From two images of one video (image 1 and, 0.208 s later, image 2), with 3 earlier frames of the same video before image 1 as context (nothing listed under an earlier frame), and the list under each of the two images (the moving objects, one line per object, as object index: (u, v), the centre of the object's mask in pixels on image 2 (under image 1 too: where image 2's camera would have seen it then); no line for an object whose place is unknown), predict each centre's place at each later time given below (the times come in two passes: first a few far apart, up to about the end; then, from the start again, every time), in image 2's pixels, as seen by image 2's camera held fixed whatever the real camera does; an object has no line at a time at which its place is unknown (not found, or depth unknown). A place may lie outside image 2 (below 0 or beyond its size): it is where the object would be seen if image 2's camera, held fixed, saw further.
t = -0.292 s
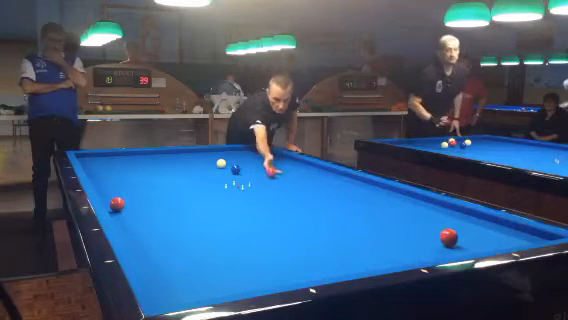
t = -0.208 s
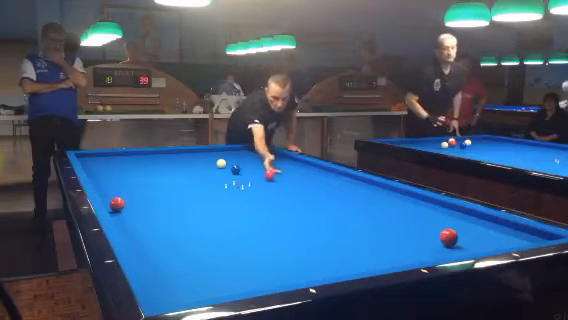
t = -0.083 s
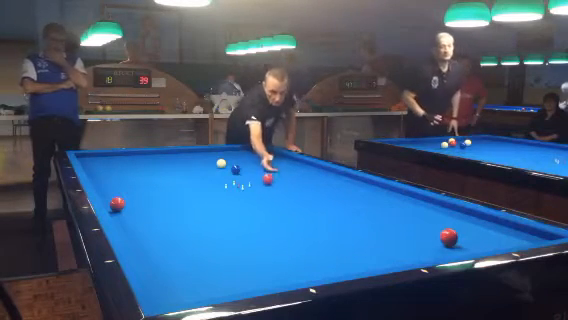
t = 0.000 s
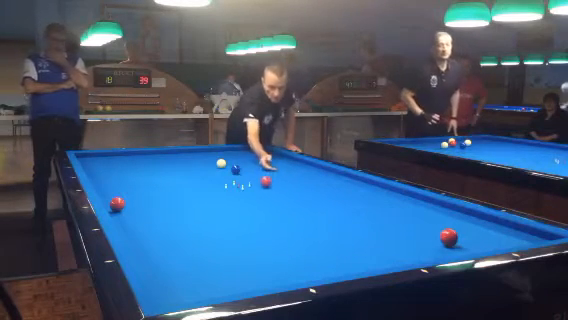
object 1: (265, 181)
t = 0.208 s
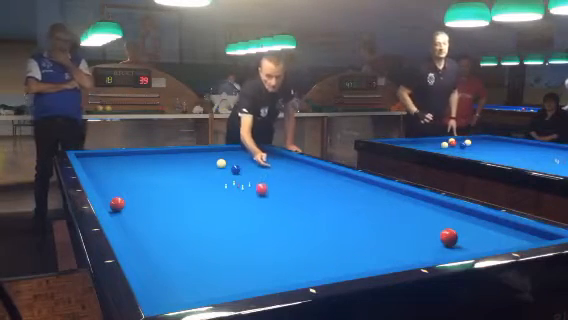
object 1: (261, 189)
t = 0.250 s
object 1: (261, 191)
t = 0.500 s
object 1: (254, 202)
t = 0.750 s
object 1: (246, 215)
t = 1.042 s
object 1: (234, 235)
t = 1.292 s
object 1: (222, 257)
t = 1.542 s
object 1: (205, 286)
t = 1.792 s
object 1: (169, 291)
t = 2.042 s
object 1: (169, 276)
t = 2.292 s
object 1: (176, 263)
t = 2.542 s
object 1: (182, 253)
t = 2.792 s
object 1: (187, 244)
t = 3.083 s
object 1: (192, 234)
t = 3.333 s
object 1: (196, 227)
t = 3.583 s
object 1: (199, 221)
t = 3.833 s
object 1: (202, 216)
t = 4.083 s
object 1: (205, 211)
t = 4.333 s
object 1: (208, 206)
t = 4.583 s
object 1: (210, 202)
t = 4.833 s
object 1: (212, 199)
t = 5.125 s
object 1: (214, 195)
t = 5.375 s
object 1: (216, 193)
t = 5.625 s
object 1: (218, 190)
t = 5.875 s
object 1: (219, 187)
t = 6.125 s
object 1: (221, 185)
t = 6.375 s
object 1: (222, 184)
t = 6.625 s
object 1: (224, 181)
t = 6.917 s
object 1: (225, 180)
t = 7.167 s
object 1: (226, 178)
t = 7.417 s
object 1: (227, 177)
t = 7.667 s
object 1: (228, 176)
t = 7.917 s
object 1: (228, 175)
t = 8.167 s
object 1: (229, 174)
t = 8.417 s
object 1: (230, 173)
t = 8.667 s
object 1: (230, 172)
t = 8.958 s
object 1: (231, 171)
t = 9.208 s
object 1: (232, 171)
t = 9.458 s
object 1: (232, 171)
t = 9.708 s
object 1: (232, 170)
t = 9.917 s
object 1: (232, 170)
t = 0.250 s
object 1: (261, 191)
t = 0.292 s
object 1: (260, 192)
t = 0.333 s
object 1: (258, 194)
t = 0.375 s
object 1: (257, 196)
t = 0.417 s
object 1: (256, 198)
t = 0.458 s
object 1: (255, 200)
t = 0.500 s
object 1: (254, 202)
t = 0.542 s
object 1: (253, 204)
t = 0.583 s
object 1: (251, 206)
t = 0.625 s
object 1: (250, 209)
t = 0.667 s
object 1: (249, 211)
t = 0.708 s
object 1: (247, 213)
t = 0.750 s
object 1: (246, 215)
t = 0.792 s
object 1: (245, 218)
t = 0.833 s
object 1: (243, 221)
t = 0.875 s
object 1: (242, 224)
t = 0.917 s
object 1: (240, 226)
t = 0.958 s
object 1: (238, 229)
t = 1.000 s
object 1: (236, 233)
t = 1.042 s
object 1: (234, 235)
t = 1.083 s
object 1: (233, 239)
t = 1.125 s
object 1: (231, 242)
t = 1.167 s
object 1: (229, 245)
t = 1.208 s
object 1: (227, 249)
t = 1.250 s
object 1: (224, 252)
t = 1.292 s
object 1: (222, 257)
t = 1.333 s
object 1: (219, 261)
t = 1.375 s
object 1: (217, 266)
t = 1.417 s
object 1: (214, 270)
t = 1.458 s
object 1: (211, 275)
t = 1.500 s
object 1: (208, 282)
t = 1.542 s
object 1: (205, 286)
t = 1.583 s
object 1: (202, 289)
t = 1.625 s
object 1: (198, 293)
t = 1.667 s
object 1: (190, 294)
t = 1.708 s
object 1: (182, 293)
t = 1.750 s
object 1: (175, 292)
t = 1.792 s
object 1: (169, 291)
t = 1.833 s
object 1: (164, 288)
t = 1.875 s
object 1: (164, 286)
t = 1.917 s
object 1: (165, 283)
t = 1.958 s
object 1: (167, 281)
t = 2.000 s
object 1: (168, 279)
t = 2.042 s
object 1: (169, 276)
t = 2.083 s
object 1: (171, 274)
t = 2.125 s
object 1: (171, 272)
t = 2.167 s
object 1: (173, 270)
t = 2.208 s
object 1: (174, 267)
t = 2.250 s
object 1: (175, 266)
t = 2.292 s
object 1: (176, 263)
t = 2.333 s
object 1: (177, 261)
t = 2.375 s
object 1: (178, 260)
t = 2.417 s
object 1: (179, 258)
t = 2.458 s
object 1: (180, 256)
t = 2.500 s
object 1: (181, 254)
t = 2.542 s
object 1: (182, 253)
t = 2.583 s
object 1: (183, 251)
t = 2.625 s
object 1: (184, 249)
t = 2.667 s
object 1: (184, 248)
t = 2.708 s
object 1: (185, 246)
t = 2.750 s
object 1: (186, 245)
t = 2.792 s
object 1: (187, 244)
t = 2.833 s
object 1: (187, 242)
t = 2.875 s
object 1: (188, 241)
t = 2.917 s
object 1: (189, 239)
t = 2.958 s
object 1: (190, 238)
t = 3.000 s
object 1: (191, 237)
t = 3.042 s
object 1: (191, 235)
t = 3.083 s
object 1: (192, 234)
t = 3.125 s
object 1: (193, 233)
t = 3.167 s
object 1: (193, 232)
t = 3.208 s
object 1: (194, 231)
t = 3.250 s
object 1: (194, 230)
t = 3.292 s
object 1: (195, 228)
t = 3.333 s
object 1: (196, 227)
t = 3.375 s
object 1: (196, 226)
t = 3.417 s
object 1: (197, 225)
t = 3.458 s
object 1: (198, 224)
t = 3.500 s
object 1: (198, 223)
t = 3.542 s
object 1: (199, 222)
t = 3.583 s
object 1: (199, 221)
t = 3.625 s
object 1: (200, 220)
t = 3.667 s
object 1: (200, 219)
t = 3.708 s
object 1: (201, 218)
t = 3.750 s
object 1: (201, 217)
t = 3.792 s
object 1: (202, 217)
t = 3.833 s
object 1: (202, 216)
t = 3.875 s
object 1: (203, 215)
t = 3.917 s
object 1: (203, 214)
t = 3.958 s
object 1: (204, 213)
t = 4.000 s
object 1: (204, 212)
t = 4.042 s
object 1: (205, 212)
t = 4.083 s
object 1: (205, 211)
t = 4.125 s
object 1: (206, 210)
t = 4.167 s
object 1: (206, 209)
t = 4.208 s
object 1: (207, 208)
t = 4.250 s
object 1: (207, 208)
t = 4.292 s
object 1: (207, 207)
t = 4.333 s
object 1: (208, 206)
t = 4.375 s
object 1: (208, 206)
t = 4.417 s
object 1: (209, 205)
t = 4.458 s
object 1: (209, 204)
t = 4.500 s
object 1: (209, 204)
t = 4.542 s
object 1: (210, 203)
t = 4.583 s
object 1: (210, 202)
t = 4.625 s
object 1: (210, 202)
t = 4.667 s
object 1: (211, 201)
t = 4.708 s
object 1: (211, 201)
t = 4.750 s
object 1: (211, 200)
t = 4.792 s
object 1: (212, 200)
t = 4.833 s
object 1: (212, 199)
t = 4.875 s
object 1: (212, 199)
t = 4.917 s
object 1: (213, 198)
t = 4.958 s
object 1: (213, 197)
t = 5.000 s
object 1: (213, 197)
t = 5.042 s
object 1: (214, 196)
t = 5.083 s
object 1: (214, 195)
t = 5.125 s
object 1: (214, 195)
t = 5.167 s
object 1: (214, 195)
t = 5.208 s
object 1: (215, 194)
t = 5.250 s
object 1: (215, 194)
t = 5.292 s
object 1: (215, 193)
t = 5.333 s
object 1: (216, 193)
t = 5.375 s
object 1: (216, 193)
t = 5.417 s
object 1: (217, 192)
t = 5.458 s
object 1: (217, 192)
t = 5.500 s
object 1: (217, 191)
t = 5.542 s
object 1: (217, 191)
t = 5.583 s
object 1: (218, 190)
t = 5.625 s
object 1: (218, 190)
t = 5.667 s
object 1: (218, 189)
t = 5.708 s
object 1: (218, 189)
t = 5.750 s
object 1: (218, 189)
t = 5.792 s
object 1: (219, 188)
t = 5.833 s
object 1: (219, 188)
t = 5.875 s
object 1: (219, 187)
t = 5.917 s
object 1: (219, 187)
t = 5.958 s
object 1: (219, 187)
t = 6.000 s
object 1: (220, 186)
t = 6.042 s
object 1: (220, 186)
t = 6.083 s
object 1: (220, 186)
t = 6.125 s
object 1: (221, 185)
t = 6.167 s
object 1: (221, 185)
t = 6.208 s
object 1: (221, 185)
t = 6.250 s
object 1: (221, 184)
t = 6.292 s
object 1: (222, 184)
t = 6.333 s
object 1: (222, 184)
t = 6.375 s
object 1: (222, 184)
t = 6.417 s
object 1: (222, 183)
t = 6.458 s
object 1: (223, 183)
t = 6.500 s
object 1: (223, 182)
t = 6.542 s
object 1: (223, 182)
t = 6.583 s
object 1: (223, 182)
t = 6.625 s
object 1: (224, 181)
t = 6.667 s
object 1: (224, 181)
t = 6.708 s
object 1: (224, 181)
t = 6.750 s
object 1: (224, 181)
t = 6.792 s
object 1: (224, 181)
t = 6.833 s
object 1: (224, 181)
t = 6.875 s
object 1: (225, 180)
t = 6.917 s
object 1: (225, 180)
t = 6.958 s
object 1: (225, 180)
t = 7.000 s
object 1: (225, 179)
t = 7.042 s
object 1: (225, 179)
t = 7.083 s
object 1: (225, 179)
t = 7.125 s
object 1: (225, 179)
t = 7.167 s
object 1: (226, 178)
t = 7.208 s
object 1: (226, 178)
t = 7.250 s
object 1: (226, 178)
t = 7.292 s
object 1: (226, 178)
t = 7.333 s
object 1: (226, 177)
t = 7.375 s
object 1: (226, 177)
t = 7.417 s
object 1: (227, 177)
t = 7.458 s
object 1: (227, 177)
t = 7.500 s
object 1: (227, 177)
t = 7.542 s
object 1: (227, 177)
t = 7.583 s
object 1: (227, 176)
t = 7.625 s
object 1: (227, 176)
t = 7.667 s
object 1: (228, 176)
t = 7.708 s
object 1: (228, 176)
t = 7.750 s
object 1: (228, 175)
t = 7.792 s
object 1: (228, 175)
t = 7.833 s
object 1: (228, 175)
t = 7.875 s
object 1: (228, 175)
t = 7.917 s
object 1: (228, 175)
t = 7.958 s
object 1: (228, 175)
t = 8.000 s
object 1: (228, 175)
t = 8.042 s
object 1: (228, 174)
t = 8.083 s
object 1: (229, 174)
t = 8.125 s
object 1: (229, 174)
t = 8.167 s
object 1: (229, 174)
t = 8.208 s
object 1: (229, 174)
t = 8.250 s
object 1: (230, 173)
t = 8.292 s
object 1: (230, 173)
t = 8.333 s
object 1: (229, 173)
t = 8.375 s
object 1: (230, 173)
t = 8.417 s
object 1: (230, 173)
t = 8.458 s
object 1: (230, 173)
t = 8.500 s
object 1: (230, 173)
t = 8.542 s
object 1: (230, 173)
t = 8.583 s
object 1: (230, 173)
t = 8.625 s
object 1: (230, 172)
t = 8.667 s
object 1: (230, 172)
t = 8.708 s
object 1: (231, 172)
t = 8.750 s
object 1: (231, 172)
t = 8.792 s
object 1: (231, 171)
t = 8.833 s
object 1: (231, 171)
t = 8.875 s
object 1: (231, 171)
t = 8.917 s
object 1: (231, 171)
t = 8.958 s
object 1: (231, 171)
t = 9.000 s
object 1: (232, 171)
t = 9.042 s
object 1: (232, 171)
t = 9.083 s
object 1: (232, 171)
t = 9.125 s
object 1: (232, 171)
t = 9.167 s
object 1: (232, 171)
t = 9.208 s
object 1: (232, 171)
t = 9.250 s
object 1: (232, 171)
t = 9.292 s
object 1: (232, 171)
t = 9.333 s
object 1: (232, 171)
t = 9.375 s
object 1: (232, 171)
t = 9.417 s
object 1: (232, 171)
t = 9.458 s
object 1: (232, 171)
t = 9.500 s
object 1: (232, 170)
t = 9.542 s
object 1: (232, 170)
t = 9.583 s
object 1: (232, 170)
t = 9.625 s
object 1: (232, 170)
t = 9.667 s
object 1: (232, 170)
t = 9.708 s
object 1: (232, 170)
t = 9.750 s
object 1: (232, 170)
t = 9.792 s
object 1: (232, 170)
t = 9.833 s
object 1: (232, 170)
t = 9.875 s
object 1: (232, 170)
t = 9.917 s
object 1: (232, 170)
